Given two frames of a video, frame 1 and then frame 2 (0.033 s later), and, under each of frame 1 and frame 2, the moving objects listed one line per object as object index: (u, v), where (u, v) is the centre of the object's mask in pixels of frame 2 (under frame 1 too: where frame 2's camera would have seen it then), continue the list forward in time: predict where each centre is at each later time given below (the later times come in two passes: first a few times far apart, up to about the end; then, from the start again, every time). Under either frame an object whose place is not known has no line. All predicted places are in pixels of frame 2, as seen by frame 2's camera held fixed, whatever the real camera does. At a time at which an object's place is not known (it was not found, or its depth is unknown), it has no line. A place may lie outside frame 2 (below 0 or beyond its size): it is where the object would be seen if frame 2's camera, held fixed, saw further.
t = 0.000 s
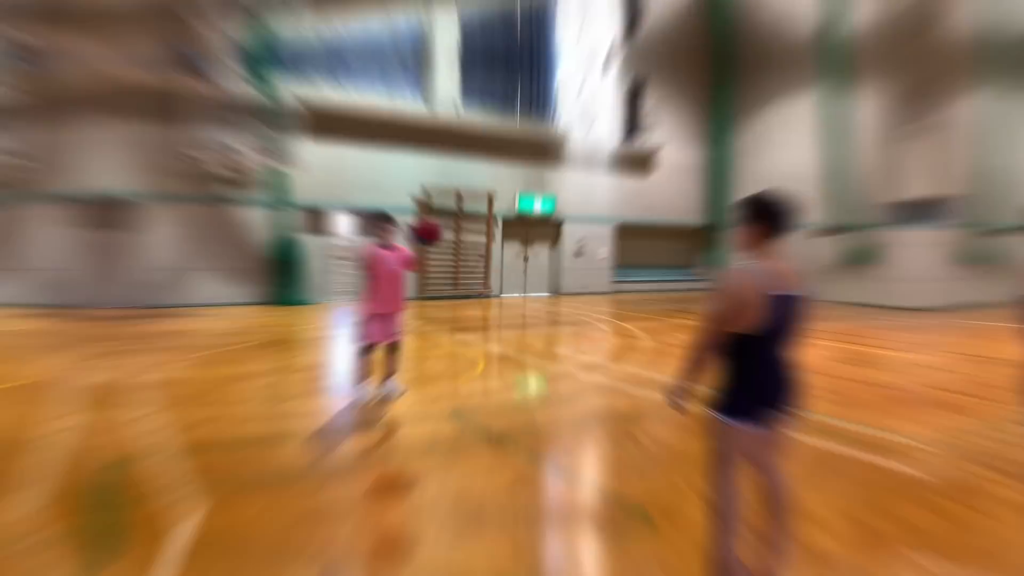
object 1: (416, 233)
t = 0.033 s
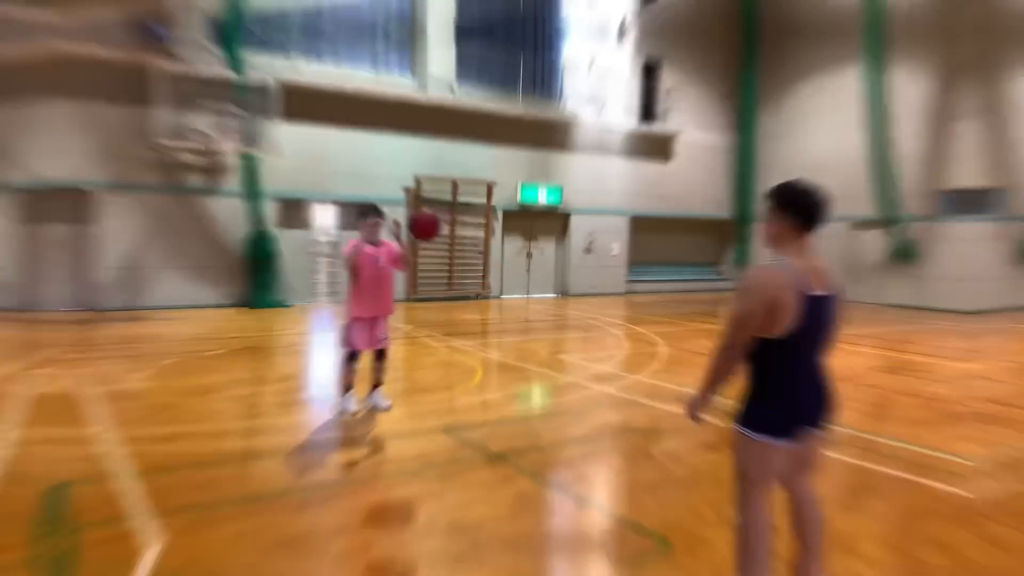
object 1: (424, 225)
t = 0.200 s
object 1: (452, 243)
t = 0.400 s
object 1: (500, 328)
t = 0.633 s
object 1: (568, 457)
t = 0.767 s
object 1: (616, 396)
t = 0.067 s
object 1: (427, 222)
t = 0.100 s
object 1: (432, 224)
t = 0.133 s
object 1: (438, 227)
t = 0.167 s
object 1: (445, 234)
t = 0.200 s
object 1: (452, 243)
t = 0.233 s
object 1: (458, 249)
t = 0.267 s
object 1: (467, 262)
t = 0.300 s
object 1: (475, 277)
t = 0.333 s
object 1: (483, 291)
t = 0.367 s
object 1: (492, 309)
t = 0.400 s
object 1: (500, 328)
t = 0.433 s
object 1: (509, 350)
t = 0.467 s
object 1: (518, 375)
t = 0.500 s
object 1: (528, 404)
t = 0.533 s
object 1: (537, 433)
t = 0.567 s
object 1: (546, 465)
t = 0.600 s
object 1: (557, 476)
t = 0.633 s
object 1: (568, 457)
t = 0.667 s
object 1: (579, 439)
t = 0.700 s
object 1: (591, 423)
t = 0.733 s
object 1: (603, 410)
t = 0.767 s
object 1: (616, 396)
